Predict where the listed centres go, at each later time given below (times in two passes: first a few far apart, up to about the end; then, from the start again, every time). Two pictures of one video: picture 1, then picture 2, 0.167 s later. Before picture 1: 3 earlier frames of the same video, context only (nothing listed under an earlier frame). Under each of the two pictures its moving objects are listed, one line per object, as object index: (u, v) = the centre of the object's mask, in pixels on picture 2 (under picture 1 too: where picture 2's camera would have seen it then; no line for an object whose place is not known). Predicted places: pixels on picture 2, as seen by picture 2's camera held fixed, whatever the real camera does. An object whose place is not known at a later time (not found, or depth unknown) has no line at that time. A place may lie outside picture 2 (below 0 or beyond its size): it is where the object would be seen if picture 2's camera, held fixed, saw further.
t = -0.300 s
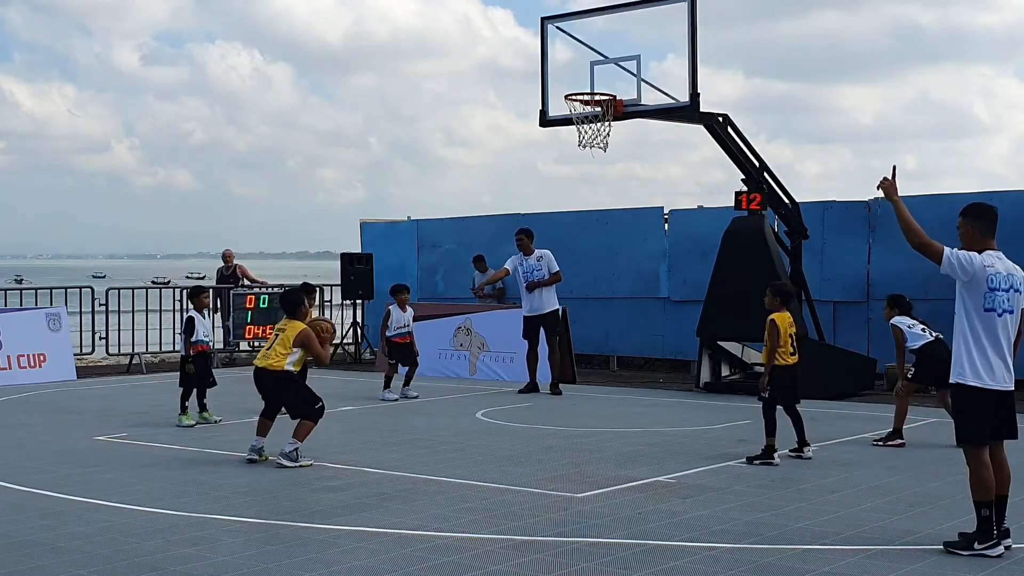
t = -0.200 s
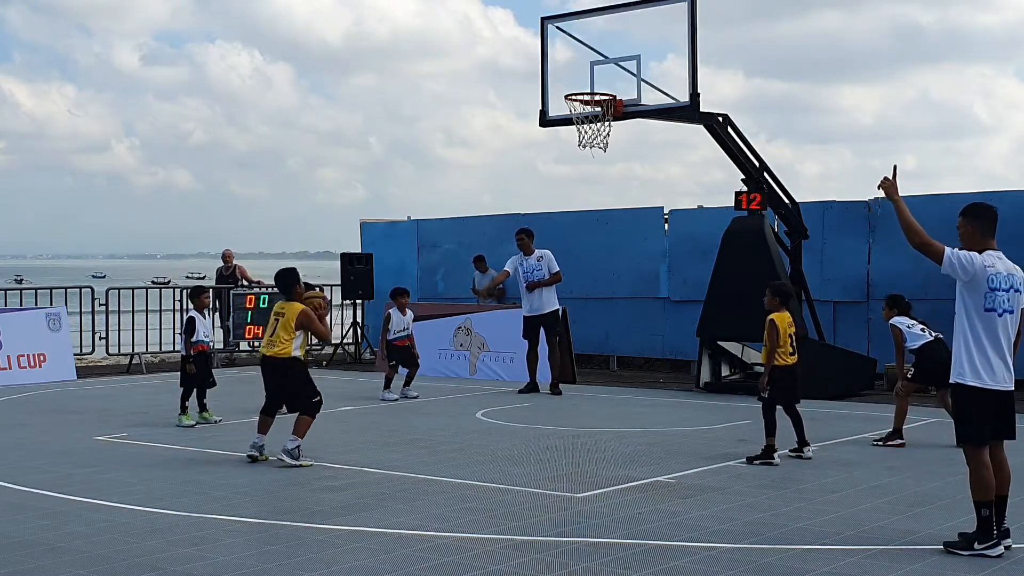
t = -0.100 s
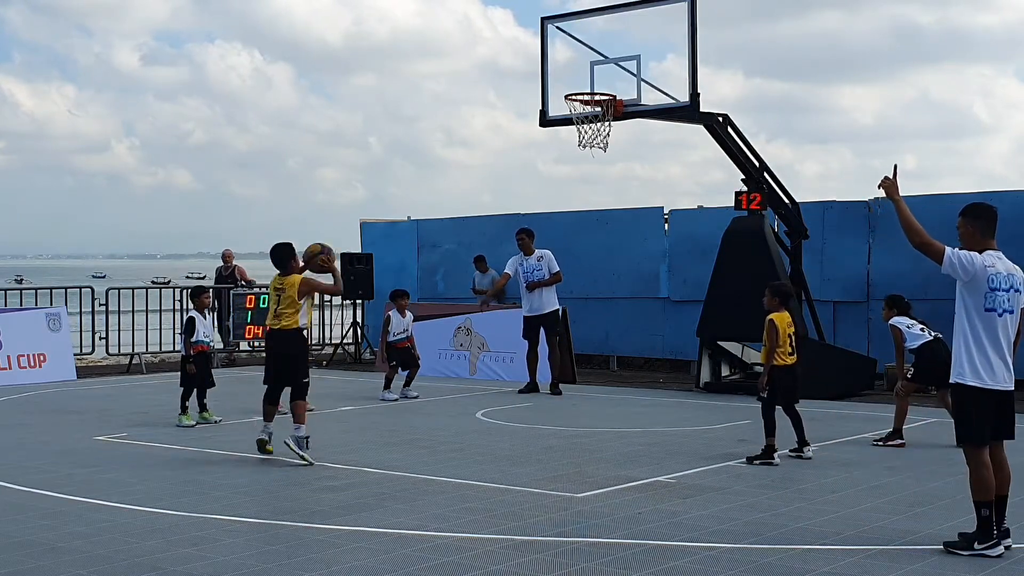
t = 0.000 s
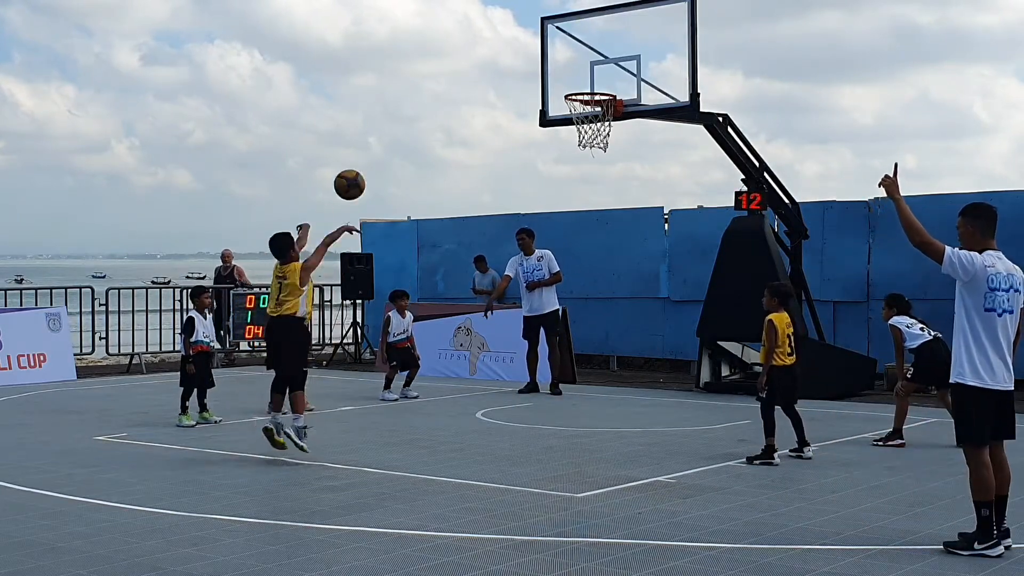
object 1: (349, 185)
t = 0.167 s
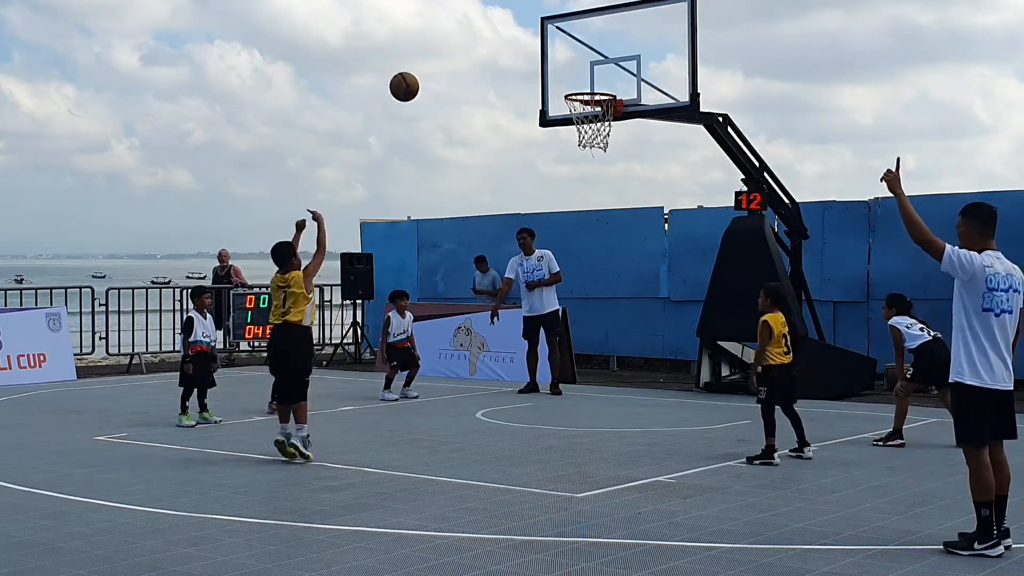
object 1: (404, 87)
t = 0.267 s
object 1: (435, 47)
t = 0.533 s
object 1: (511, 9)
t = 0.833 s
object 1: (585, 58)
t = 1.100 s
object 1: (555, 45)
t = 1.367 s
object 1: (477, 36)
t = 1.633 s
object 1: (399, 104)
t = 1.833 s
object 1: (340, 208)
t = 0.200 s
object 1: (414, 72)
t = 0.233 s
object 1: (425, 59)
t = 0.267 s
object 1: (435, 47)
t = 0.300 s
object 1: (445, 37)
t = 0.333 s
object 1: (455, 29)
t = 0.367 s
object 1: (464, 22)
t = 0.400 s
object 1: (474, 16)
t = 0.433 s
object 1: (483, 12)
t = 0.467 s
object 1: (493, 11)
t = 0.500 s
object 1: (502, 9)
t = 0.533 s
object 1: (511, 9)
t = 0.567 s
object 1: (519, 10)
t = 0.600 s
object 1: (528, 11)
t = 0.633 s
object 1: (536, 13)
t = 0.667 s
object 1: (545, 18)
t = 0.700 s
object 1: (554, 24)
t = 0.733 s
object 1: (561, 31)
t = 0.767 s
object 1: (569, 39)
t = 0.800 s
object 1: (577, 48)
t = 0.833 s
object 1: (585, 58)
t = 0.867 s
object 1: (593, 70)
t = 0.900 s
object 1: (600, 81)
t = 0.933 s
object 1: (603, 85)
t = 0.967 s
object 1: (593, 76)
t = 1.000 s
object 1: (583, 67)
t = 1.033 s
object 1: (574, 58)
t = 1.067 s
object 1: (564, 51)
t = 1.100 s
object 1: (555, 45)
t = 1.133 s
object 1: (545, 39)
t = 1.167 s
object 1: (535, 35)
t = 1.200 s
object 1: (526, 32)
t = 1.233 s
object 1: (516, 31)
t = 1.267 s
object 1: (506, 30)
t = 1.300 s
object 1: (496, 31)
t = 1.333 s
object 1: (487, 33)
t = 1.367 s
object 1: (477, 36)
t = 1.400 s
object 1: (467, 40)
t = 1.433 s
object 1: (457, 45)
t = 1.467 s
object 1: (448, 52)
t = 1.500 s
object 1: (438, 60)
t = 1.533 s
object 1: (428, 69)
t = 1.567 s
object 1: (418, 80)
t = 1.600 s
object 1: (409, 91)
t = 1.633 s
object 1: (399, 104)
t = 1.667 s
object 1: (389, 118)
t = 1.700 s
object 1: (379, 134)
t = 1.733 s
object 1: (369, 150)
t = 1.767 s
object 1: (359, 168)
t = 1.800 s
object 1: (349, 188)
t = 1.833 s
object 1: (340, 208)
